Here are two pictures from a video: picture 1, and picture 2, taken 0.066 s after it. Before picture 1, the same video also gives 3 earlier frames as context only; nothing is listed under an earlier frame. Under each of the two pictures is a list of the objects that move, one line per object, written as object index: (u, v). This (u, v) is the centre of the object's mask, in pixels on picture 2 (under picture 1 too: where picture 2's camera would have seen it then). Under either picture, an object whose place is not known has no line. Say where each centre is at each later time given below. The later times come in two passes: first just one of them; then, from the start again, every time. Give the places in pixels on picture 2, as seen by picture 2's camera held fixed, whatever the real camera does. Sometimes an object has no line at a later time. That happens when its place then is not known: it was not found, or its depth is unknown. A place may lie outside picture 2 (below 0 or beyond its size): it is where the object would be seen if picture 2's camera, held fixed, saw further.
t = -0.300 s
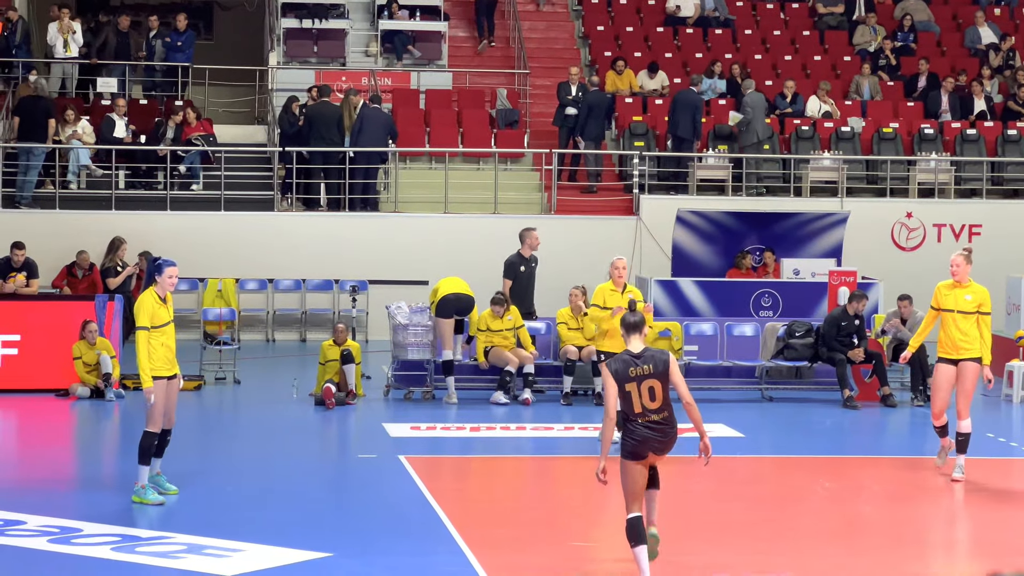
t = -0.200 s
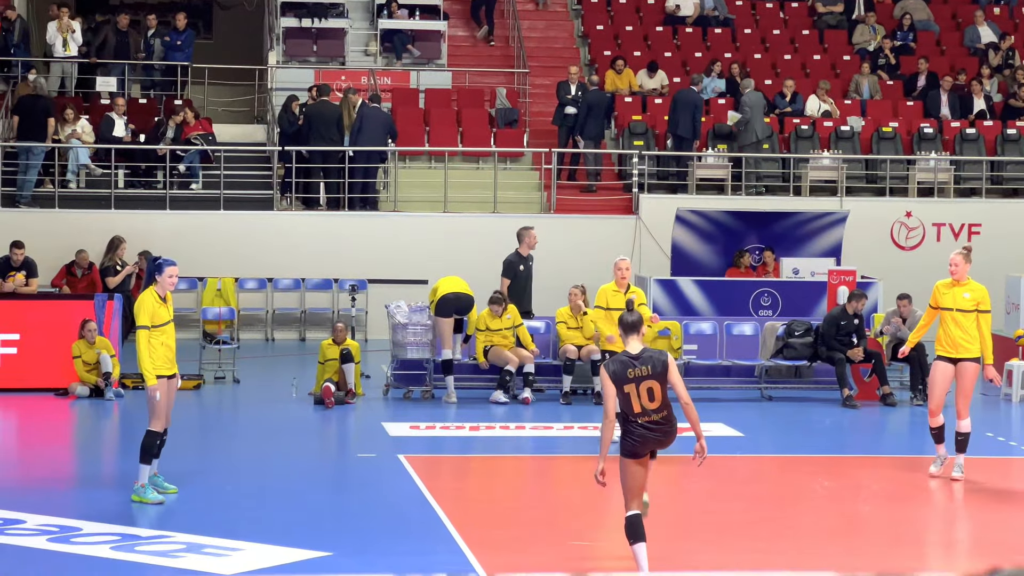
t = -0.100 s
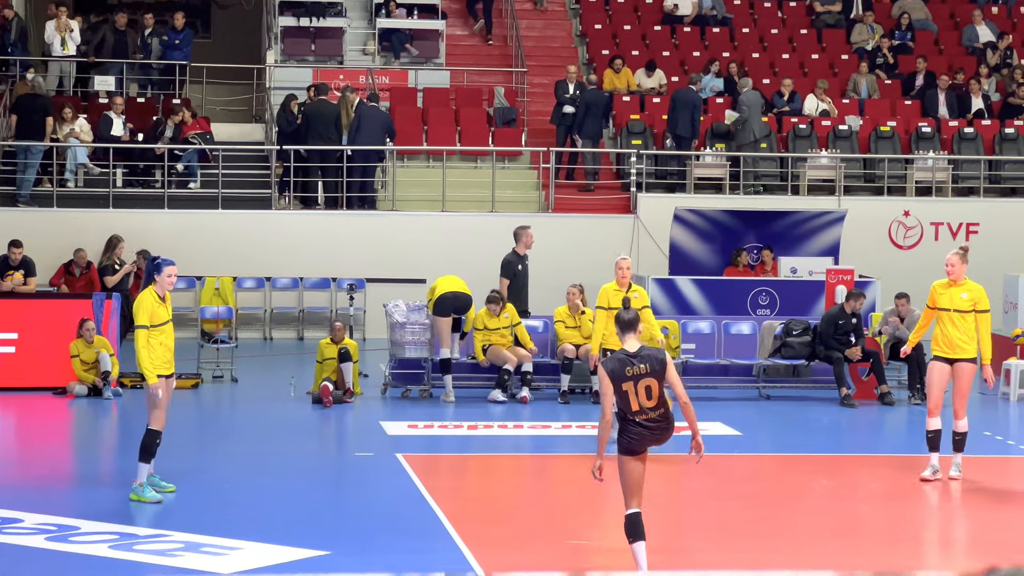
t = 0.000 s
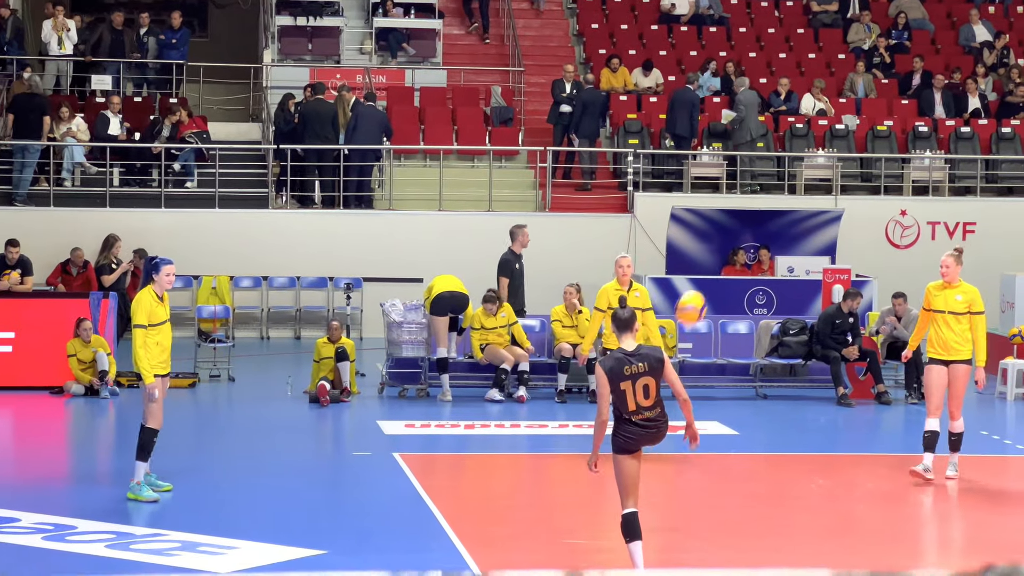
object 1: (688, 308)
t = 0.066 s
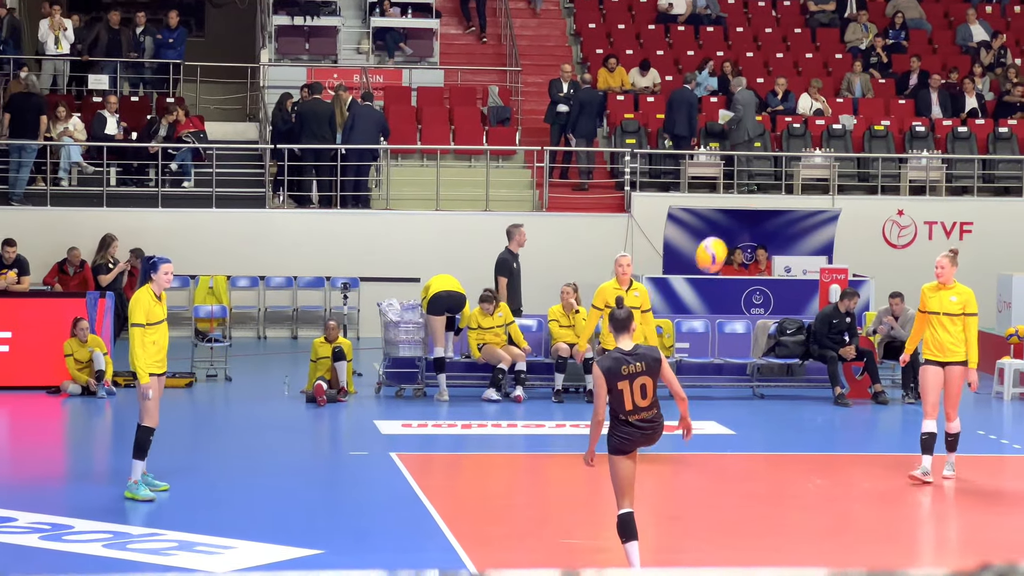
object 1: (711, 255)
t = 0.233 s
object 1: (767, 158)
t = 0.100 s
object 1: (722, 231)
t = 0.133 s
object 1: (734, 210)
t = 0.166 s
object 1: (745, 190)
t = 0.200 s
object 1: (755, 174)
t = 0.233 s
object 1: (767, 158)
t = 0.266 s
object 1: (777, 144)
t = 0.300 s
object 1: (786, 132)
